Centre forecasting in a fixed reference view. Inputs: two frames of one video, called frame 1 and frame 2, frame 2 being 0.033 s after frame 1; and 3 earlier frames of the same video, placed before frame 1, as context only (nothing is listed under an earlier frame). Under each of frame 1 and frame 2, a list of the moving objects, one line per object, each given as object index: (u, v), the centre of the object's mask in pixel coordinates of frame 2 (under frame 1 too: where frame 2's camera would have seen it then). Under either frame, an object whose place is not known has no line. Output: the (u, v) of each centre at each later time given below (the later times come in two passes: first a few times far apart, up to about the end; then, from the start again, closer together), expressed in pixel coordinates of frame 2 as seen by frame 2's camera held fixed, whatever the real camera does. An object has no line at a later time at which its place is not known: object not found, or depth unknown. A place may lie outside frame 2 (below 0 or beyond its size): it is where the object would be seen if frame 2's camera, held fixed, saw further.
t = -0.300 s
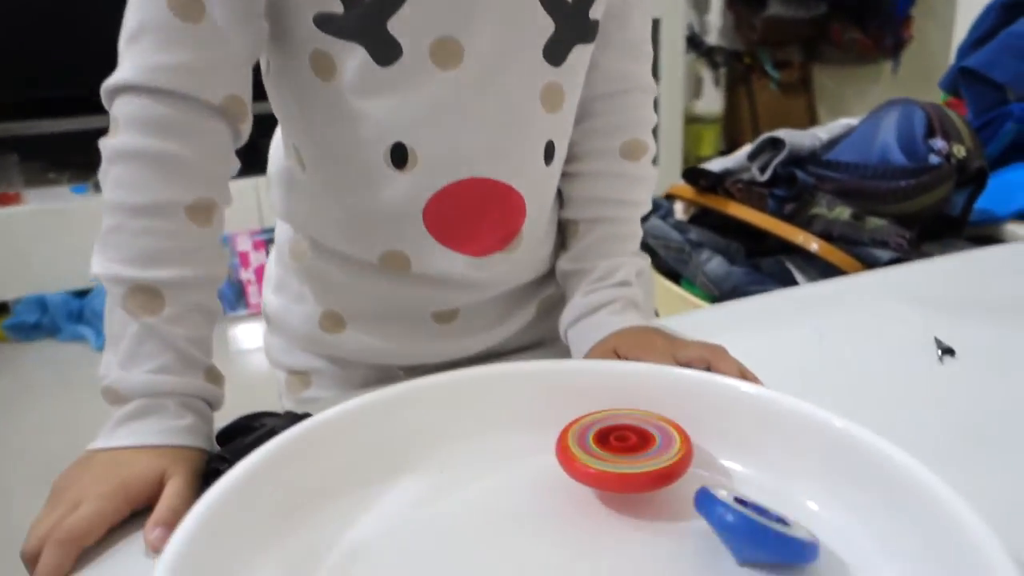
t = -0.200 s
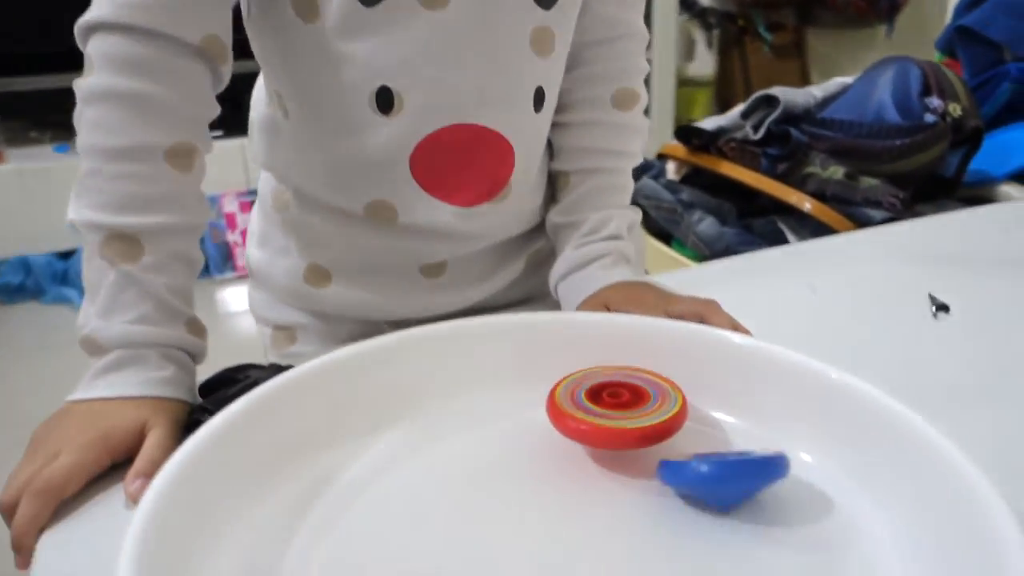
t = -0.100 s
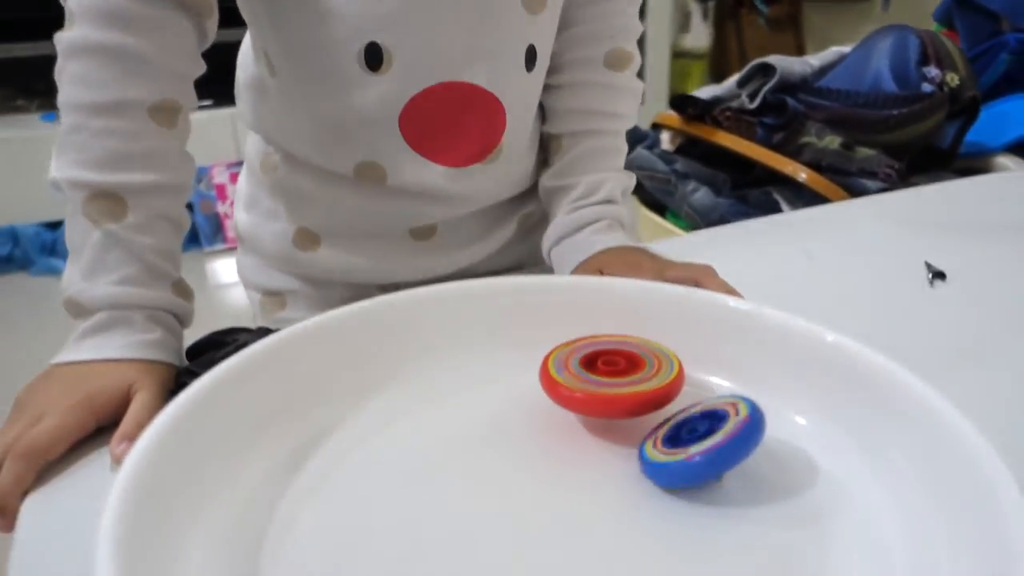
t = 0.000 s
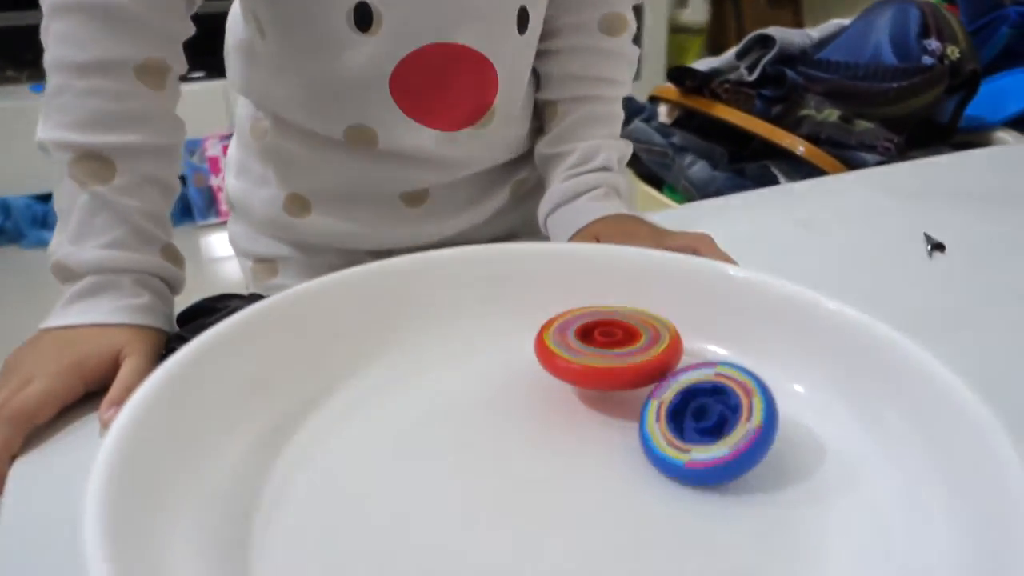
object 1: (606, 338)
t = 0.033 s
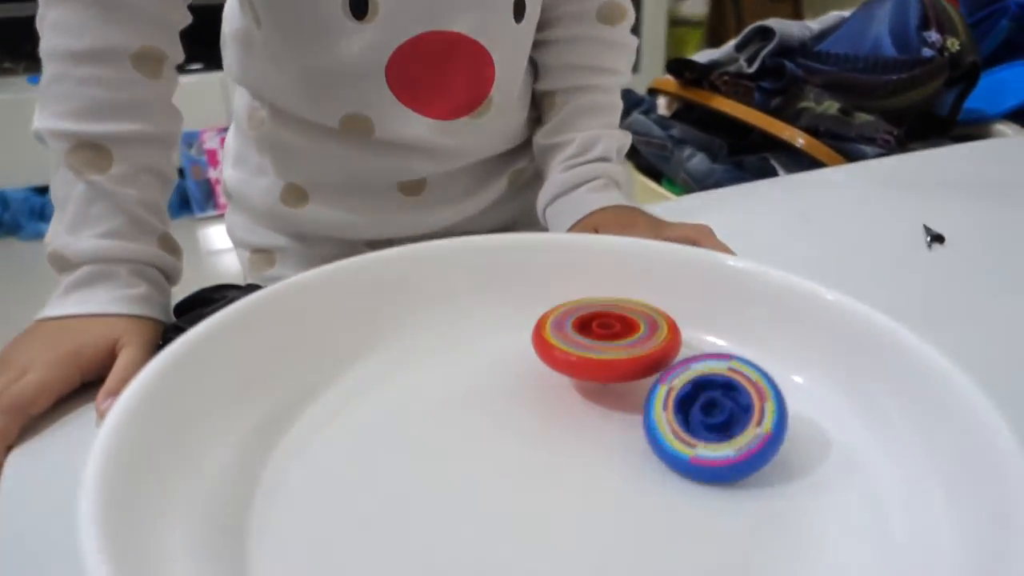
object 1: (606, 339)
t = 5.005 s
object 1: (574, 315)
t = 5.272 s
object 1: (578, 312)
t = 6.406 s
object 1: (602, 338)
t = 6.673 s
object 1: (599, 347)
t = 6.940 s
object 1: (599, 353)
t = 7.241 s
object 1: (609, 352)
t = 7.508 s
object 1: (617, 346)
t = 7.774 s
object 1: (626, 335)
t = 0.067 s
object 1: (606, 340)
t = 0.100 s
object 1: (606, 342)
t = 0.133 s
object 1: (605, 343)
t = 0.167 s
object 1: (604, 344)
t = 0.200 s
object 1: (604, 345)
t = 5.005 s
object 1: (574, 315)
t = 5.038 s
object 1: (574, 313)
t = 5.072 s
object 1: (575, 312)
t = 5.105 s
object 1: (576, 310)
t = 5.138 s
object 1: (576, 311)
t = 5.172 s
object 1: (577, 311)
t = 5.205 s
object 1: (578, 312)
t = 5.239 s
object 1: (578, 312)
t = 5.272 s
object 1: (578, 312)
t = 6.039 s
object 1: (605, 321)
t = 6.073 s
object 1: (605, 323)
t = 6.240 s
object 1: (604, 331)
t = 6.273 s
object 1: (604, 332)
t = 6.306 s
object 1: (604, 334)
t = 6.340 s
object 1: (604, 335)
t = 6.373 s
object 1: (603, 336)
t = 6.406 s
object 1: (602, 338)
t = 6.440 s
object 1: (601, 339)
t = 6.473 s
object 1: (602, 340)
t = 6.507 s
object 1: (602, 341)
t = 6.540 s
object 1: (601, 343)
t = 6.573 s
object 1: (600, 344)
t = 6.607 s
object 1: (600, 345)
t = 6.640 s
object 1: (600, 346)
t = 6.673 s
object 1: (599, 347)
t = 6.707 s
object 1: (598, 348)
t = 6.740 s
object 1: (598, 349)
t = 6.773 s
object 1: (598, 350)
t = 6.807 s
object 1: (598, 351)
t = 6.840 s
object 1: (597, 351)
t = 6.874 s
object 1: (598, 352)
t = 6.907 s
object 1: (598, 353)
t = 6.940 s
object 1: (599, 353)
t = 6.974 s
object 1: (599, 353)
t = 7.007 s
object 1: (600, 353)
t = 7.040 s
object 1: (601, 353)
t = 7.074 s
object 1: (602, 354)
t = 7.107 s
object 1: (604, 353)
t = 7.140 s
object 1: (604, 353)
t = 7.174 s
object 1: (605, 353)
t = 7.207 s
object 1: (608, 352)
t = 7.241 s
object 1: (609, 352)
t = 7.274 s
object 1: (609, 351)
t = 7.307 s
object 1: (611, 350)
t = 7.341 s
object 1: (612, 351)
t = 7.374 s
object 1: (614, 350)
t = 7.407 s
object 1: (615, 349)
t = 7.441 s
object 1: (616, 348)
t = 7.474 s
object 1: (616, 347)
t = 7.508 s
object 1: (617, 346)
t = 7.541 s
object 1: (617, 344)
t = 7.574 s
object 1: (618, 343)
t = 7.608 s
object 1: (619, 342)
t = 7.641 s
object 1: (621, 340)
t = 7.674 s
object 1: (622, 339)
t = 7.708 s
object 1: (623, 337)
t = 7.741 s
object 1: (624, 336)
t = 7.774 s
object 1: (626, 335)
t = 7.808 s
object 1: (628, 333)
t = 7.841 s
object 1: (629, 332)
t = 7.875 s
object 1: (631, 331)
